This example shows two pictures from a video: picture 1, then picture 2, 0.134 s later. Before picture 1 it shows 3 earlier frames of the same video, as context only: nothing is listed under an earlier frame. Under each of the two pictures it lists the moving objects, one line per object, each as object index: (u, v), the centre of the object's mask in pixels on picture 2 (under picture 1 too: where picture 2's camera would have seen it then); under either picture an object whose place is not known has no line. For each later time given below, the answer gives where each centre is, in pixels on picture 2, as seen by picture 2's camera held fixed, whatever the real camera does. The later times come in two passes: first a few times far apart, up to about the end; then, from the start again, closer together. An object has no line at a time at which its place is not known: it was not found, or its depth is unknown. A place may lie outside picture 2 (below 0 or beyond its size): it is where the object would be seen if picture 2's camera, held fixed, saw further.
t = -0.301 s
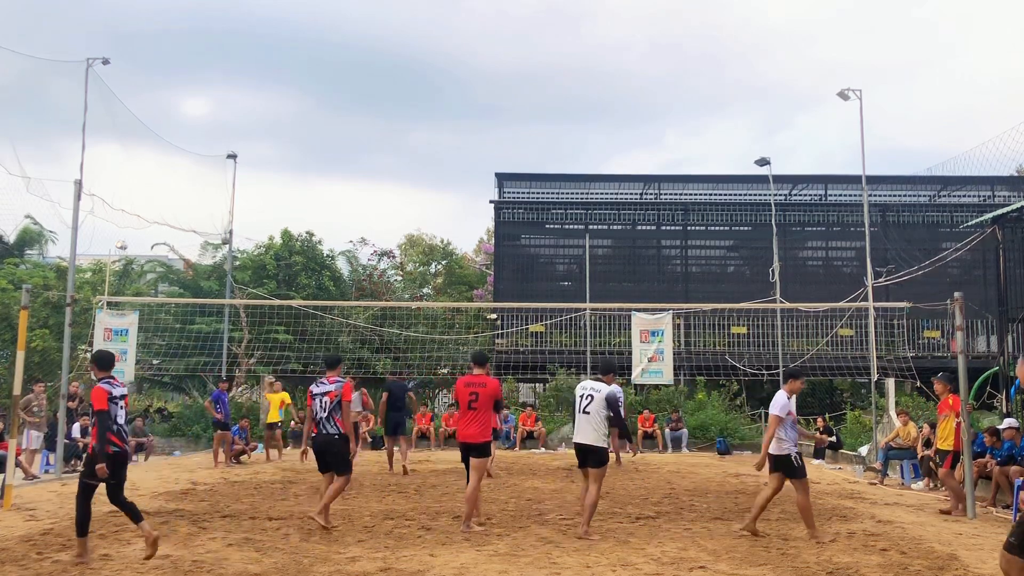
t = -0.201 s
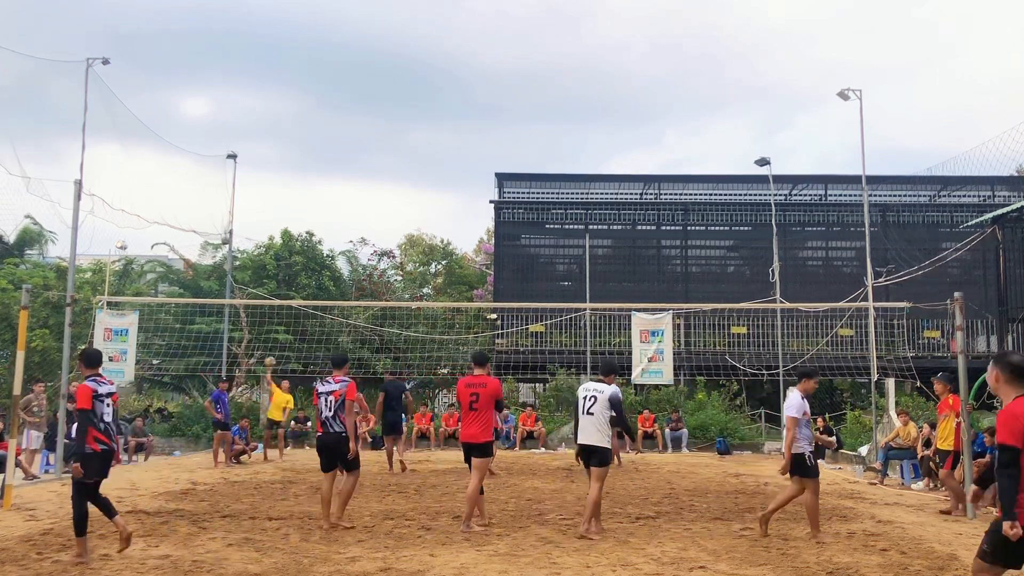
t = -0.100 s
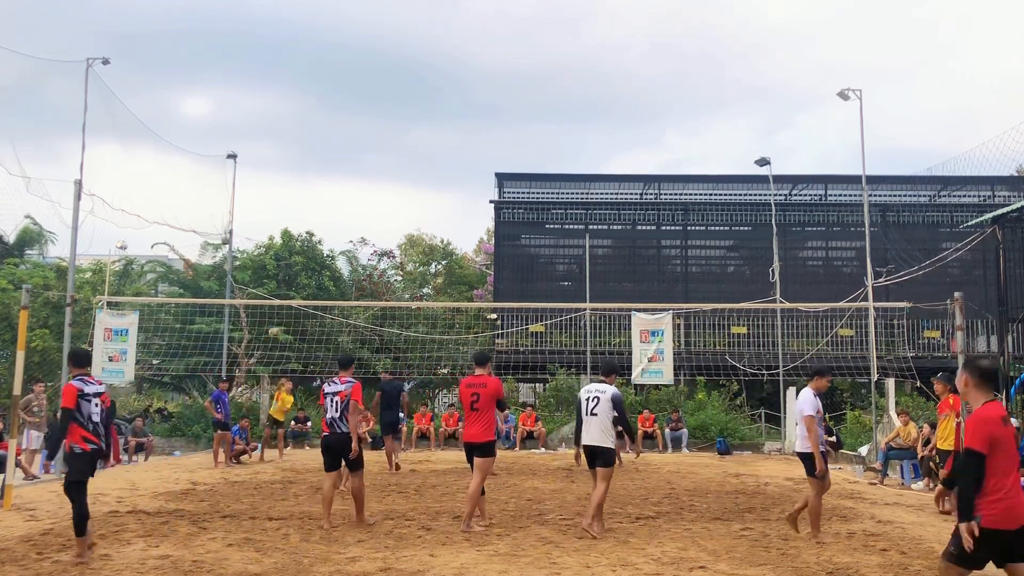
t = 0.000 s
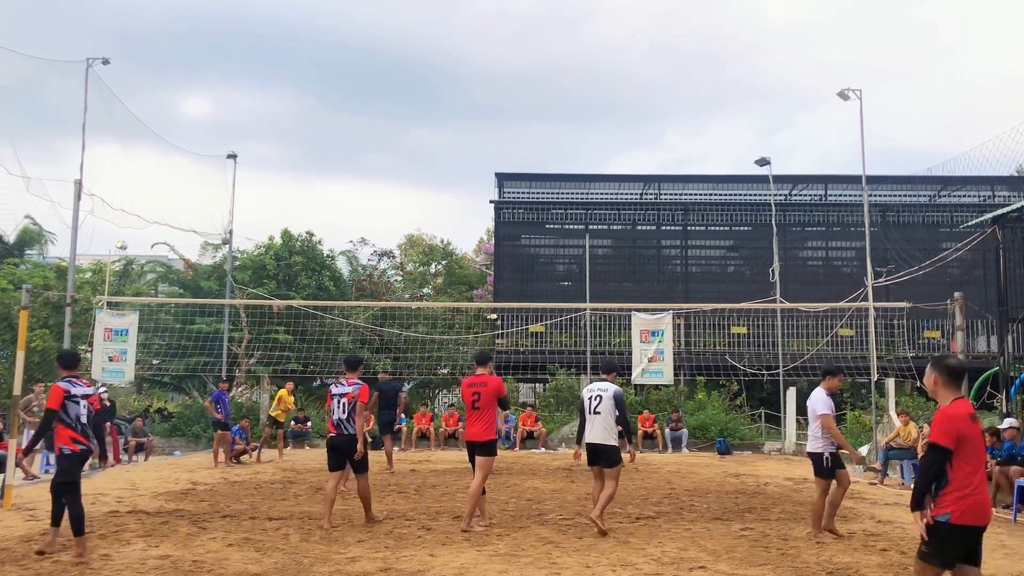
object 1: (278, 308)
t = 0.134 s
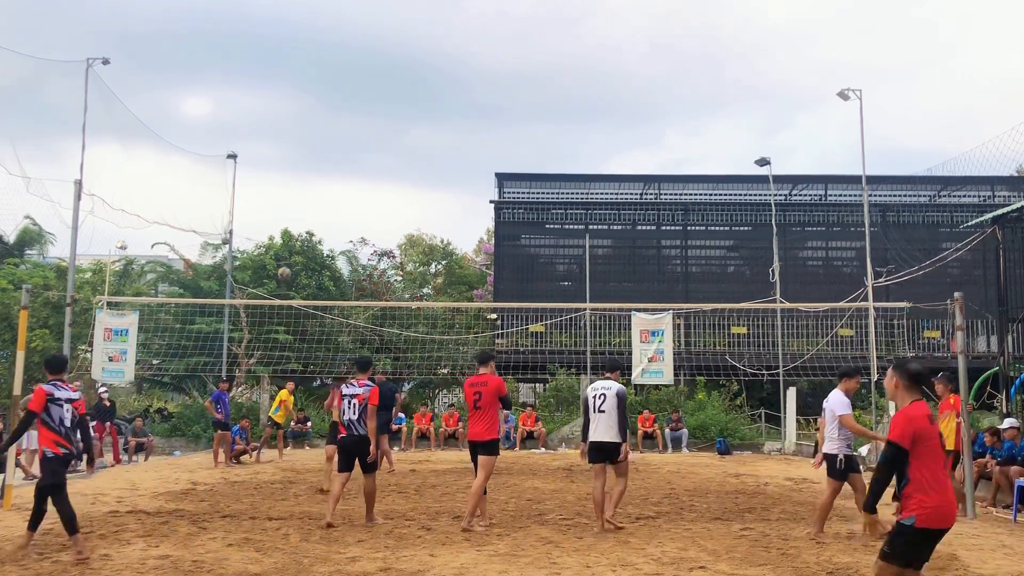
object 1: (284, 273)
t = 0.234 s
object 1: (288, 251)
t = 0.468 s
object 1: (301, 215)
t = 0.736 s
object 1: (322, 208)
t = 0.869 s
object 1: (337, 232)
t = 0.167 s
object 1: (285, 266)
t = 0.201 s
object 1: (287, 259)
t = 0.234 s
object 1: (288, 251)
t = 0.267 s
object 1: (290, 246)
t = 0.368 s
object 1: (295, 228)
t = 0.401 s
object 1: (297, 223)
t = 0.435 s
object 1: (299, 218)
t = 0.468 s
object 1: (301, 215)
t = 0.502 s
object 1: (303, 211)
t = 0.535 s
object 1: (305, 209)
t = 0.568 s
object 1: (308, 206)
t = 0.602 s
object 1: (310, 205)
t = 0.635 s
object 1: (313, 204)
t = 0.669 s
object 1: (316, 204)
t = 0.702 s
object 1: (319, 206)
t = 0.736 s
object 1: (322, 208)
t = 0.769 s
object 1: (325, 212)
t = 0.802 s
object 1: (329, 217)
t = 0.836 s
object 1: (333, 224)
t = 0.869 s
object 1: (337, 232)
